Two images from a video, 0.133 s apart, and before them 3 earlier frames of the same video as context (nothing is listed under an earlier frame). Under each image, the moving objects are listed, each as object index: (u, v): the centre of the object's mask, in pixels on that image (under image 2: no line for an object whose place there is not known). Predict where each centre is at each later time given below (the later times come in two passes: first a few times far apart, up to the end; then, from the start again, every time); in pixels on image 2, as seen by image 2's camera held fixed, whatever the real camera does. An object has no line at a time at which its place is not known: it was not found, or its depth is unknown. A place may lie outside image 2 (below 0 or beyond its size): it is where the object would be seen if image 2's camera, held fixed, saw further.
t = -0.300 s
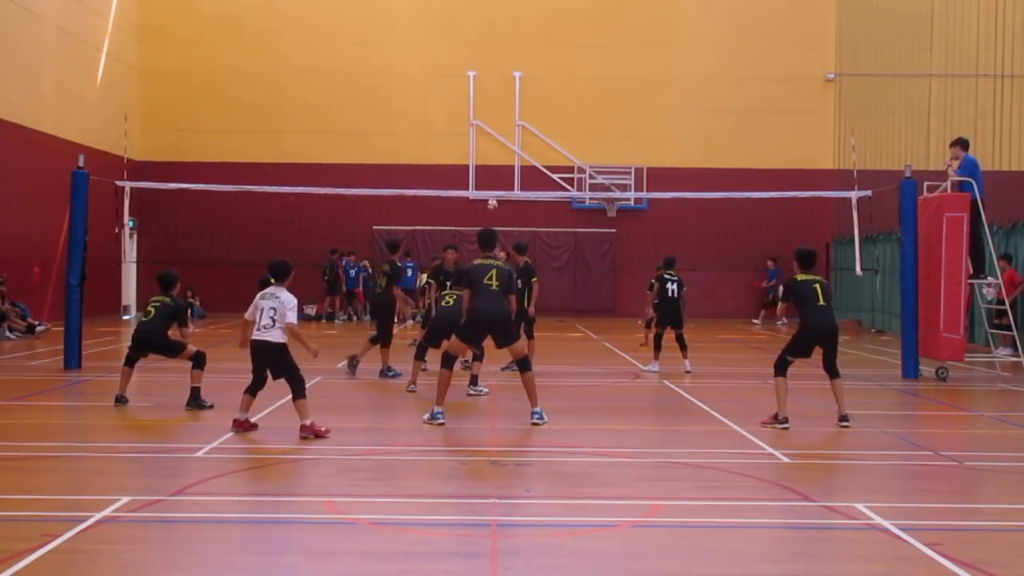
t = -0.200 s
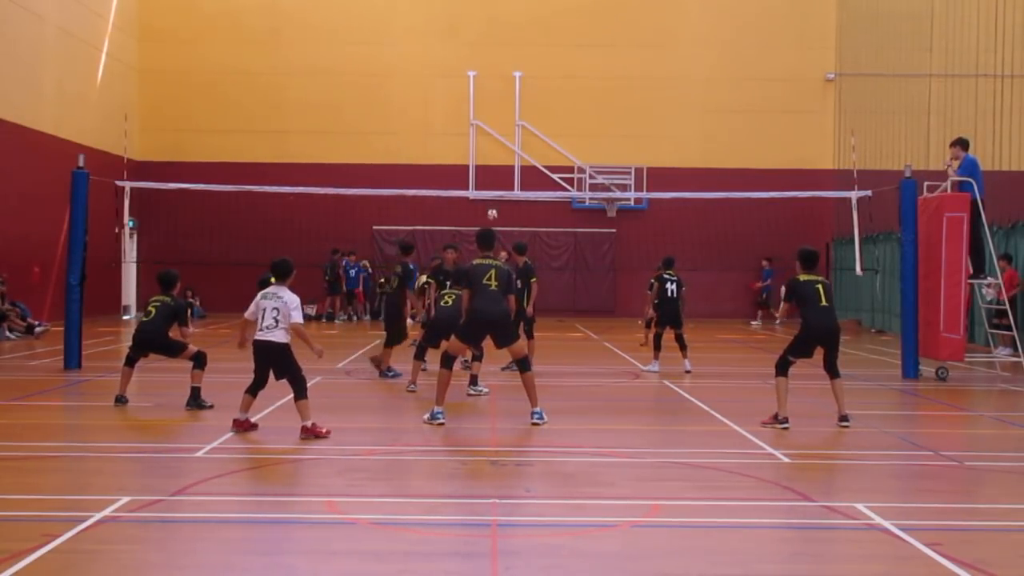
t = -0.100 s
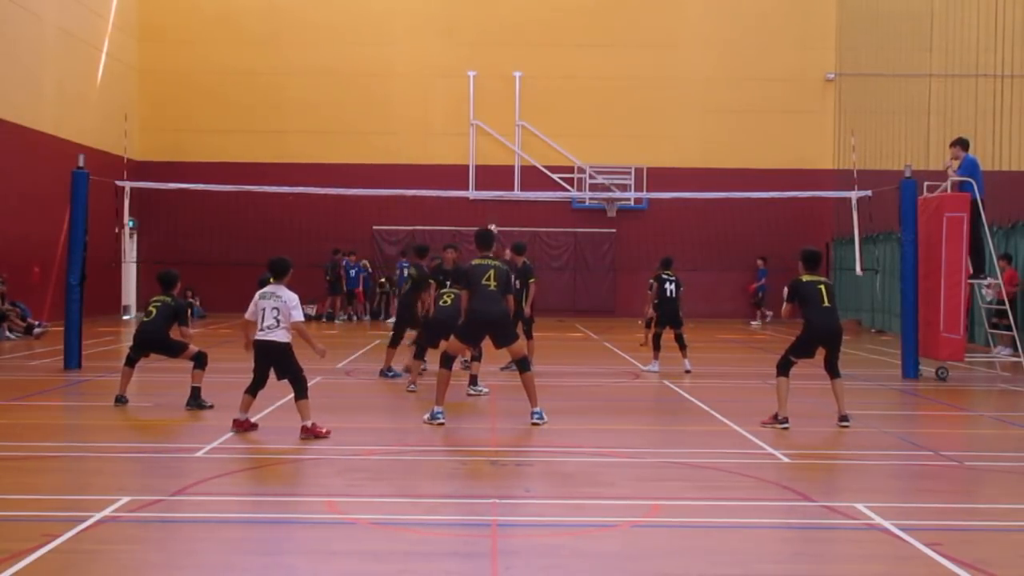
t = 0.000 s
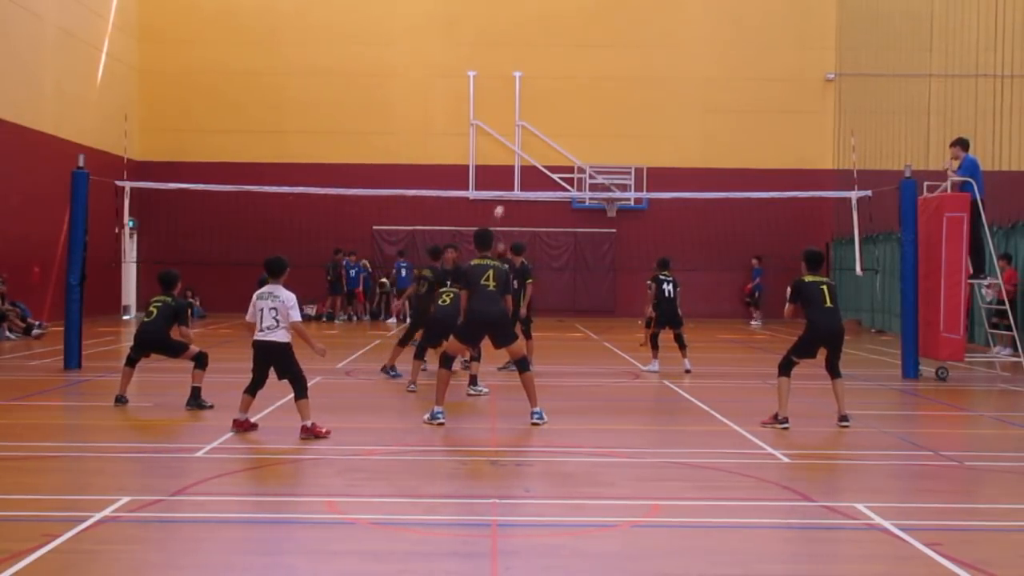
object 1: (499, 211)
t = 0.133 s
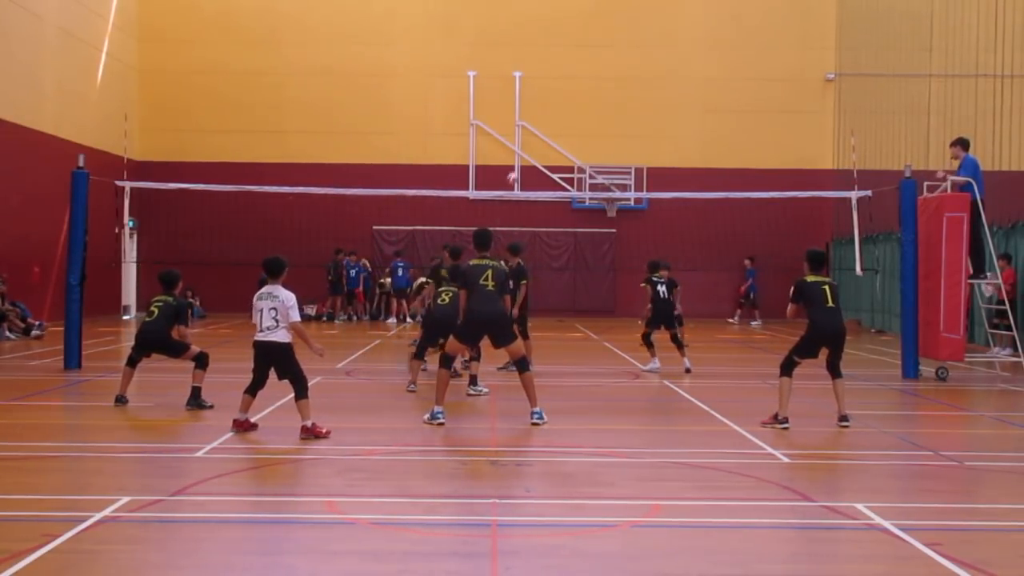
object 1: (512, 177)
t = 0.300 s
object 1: (531, 146)
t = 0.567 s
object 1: (562, 122)
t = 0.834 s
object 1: (596, 139)
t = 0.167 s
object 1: (516, 170)
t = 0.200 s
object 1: (520, 162)
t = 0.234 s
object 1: (524, 157)
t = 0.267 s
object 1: (528, 151)
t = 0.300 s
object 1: (531, 146)
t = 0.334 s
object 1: (535, 141)
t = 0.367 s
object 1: (538, 137)
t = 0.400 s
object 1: (543, 132)
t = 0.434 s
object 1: (546, 129)
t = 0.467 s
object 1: (550, 126)
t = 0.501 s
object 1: (555, 124)
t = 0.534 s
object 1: (558, 123)
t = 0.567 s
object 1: (562, 122)
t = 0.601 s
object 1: (566, 122)
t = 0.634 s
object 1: (571, 122)
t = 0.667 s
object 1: (575, 123)
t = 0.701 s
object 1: (579, 125)
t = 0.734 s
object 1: (583, 127)
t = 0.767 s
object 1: (587, 130)
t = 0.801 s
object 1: (592, 134)
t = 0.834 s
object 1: (596, 139)
